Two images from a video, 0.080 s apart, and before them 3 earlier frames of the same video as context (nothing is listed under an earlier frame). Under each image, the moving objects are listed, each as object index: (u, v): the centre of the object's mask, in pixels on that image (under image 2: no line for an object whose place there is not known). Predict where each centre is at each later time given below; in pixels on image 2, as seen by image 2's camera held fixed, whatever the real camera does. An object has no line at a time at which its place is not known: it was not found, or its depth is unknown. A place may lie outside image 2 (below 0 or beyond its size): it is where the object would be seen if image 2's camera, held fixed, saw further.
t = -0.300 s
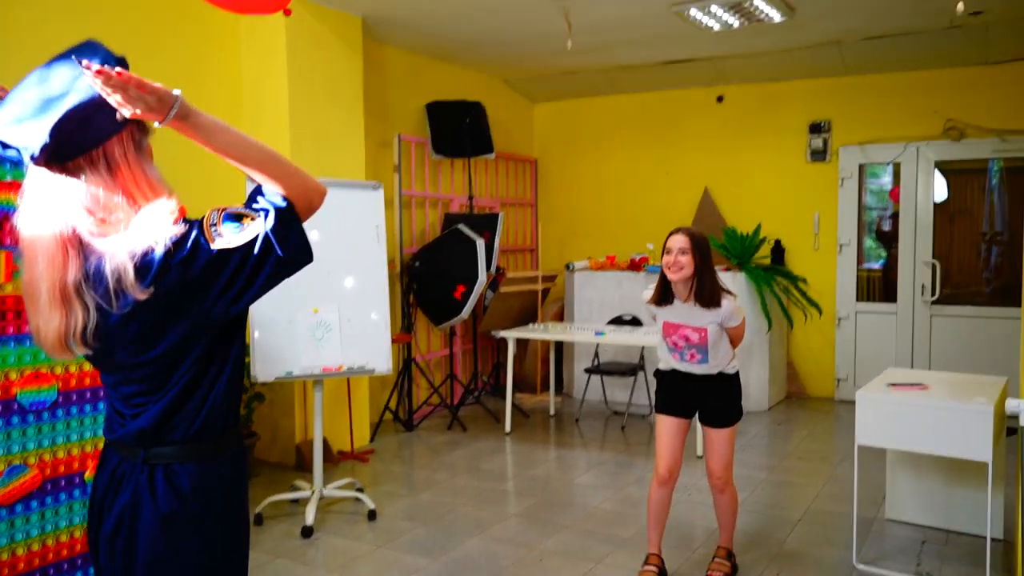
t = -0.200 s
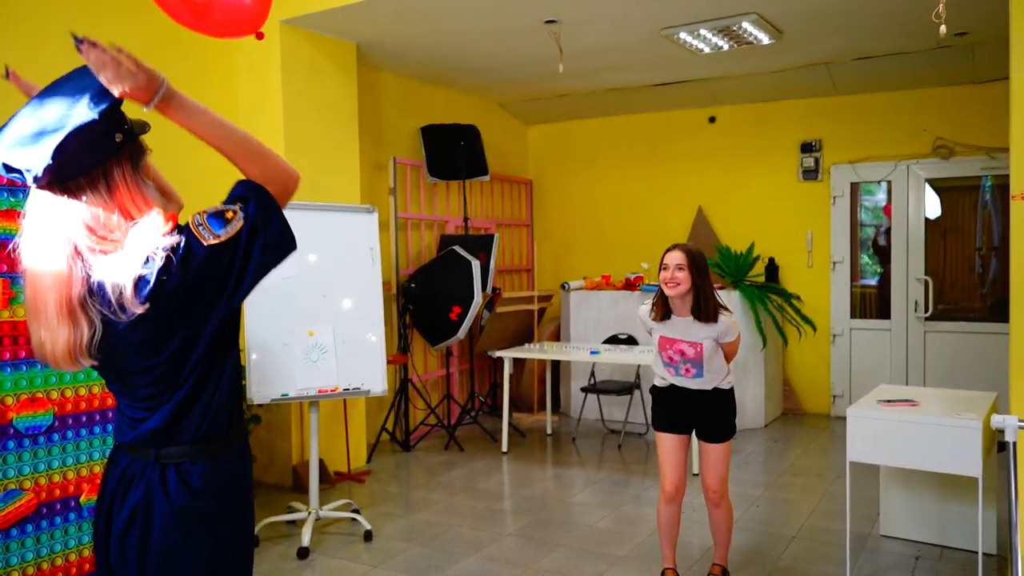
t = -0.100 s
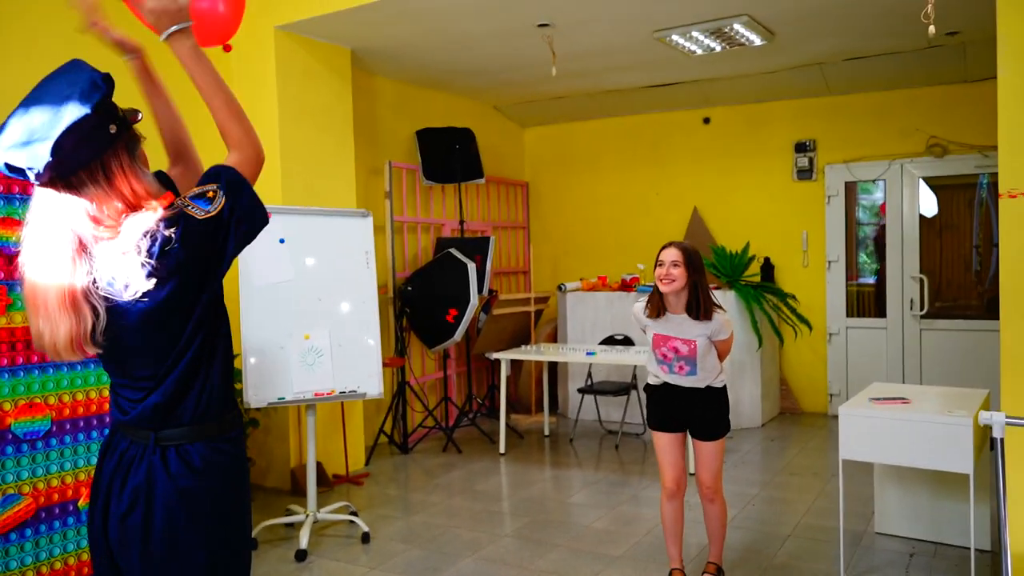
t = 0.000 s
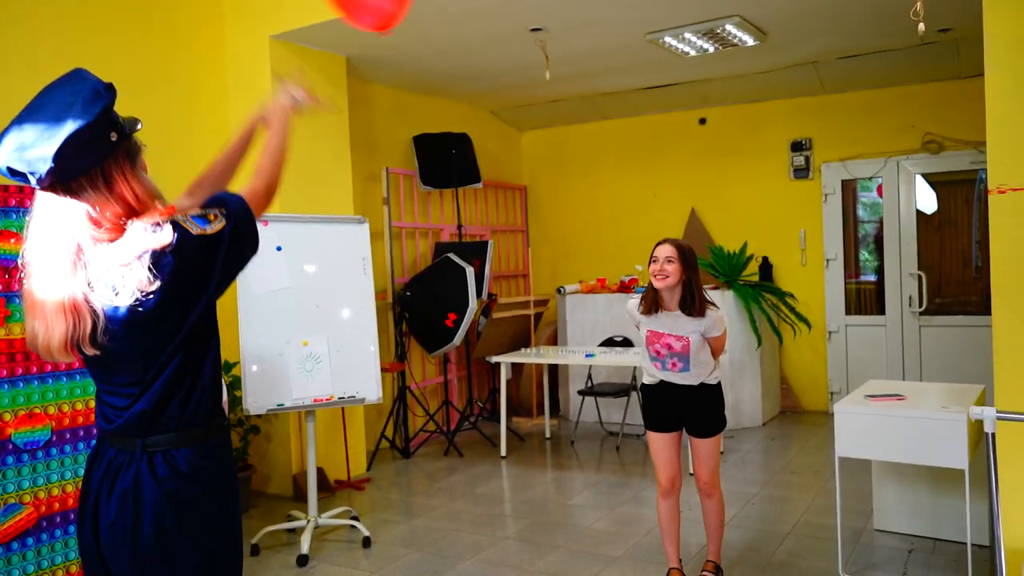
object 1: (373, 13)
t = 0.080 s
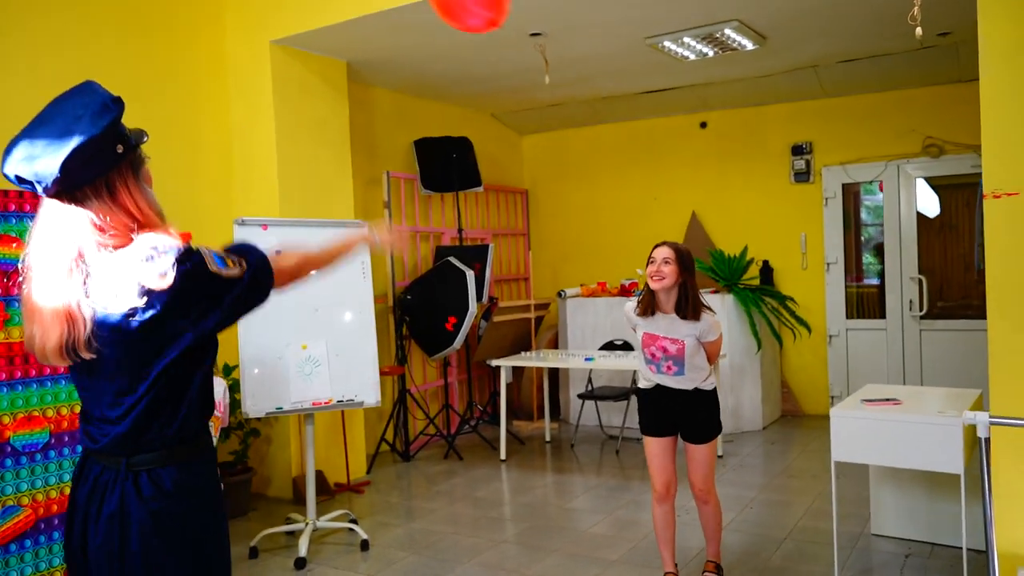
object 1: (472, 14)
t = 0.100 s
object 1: (491, 14)
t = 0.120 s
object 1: (508, 16)
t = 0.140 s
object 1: (524, 18)
